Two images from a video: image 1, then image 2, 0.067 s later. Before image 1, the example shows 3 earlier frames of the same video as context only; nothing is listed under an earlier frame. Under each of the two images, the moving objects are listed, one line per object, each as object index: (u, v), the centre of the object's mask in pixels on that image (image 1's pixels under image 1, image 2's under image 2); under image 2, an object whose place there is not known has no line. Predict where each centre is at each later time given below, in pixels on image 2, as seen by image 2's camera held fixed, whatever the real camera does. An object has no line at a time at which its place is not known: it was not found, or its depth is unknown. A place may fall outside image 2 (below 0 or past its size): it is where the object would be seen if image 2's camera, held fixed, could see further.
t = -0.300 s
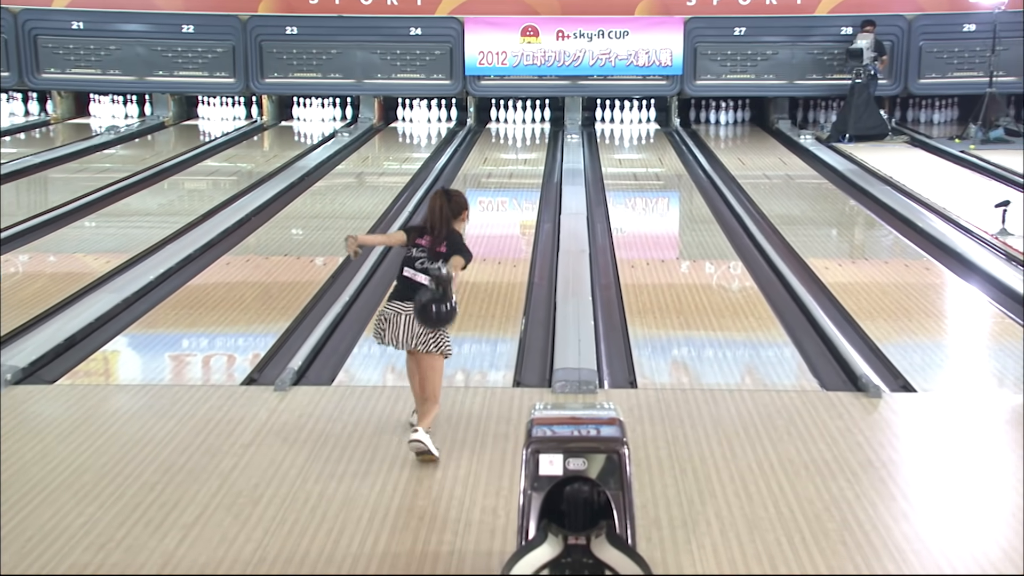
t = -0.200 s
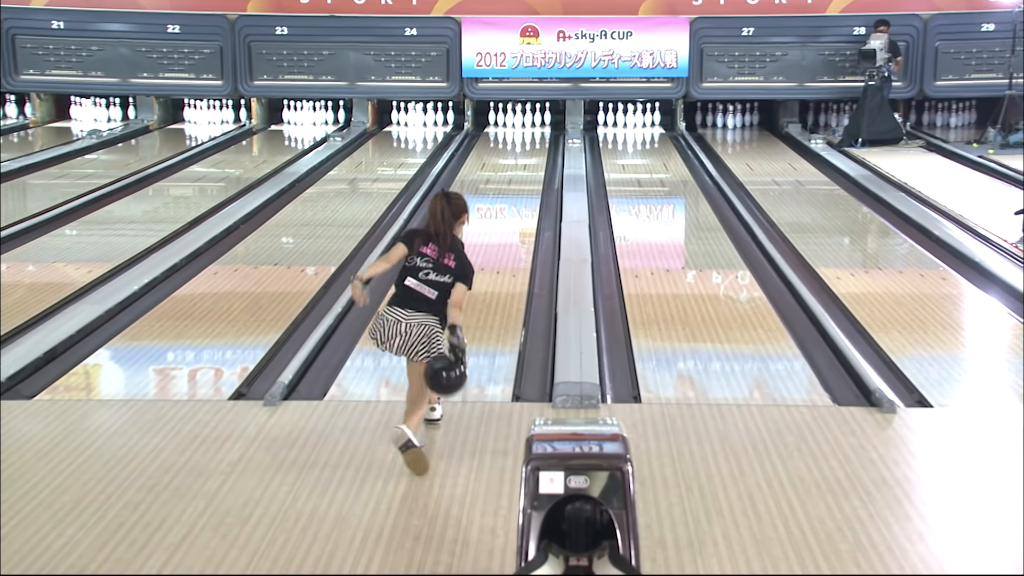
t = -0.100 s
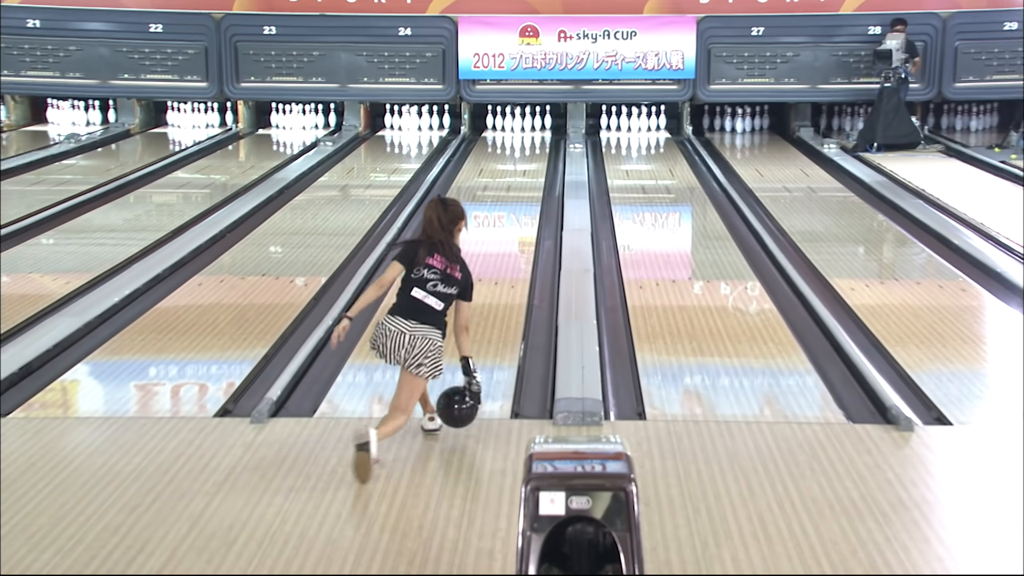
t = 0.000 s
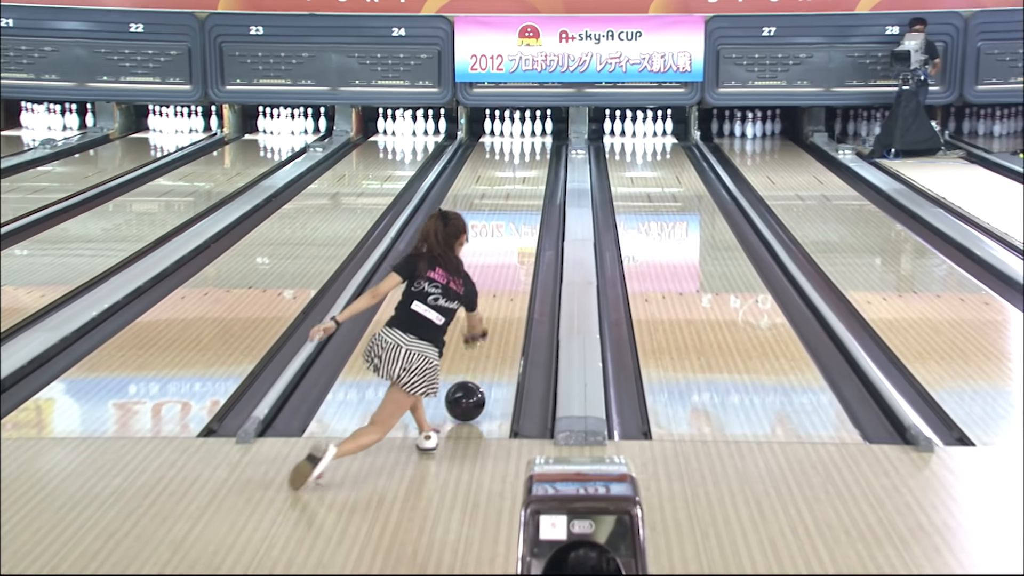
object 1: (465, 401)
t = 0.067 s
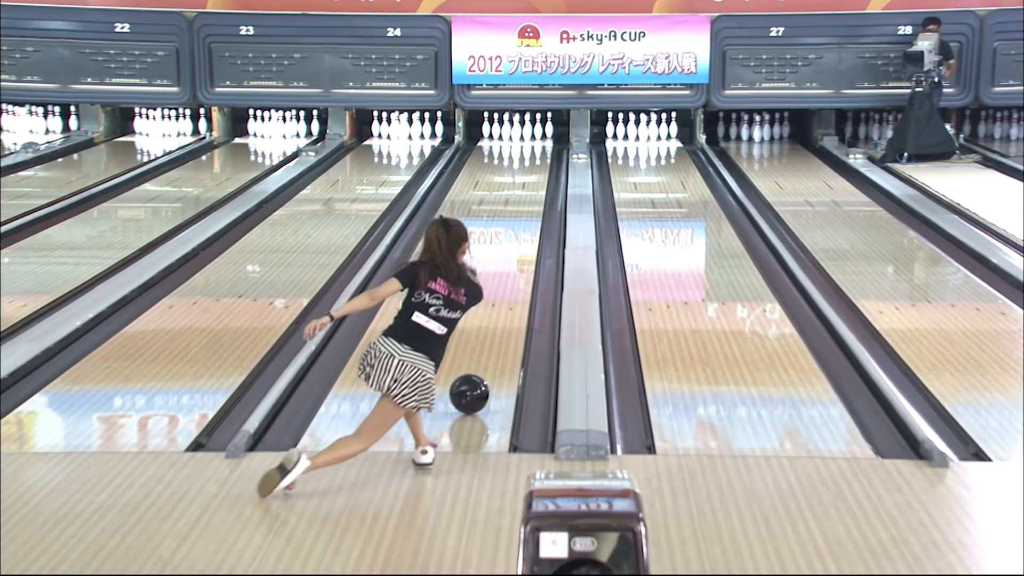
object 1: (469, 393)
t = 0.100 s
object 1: (472, 383)
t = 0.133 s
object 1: (475, 374)
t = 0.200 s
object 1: (481, 356)
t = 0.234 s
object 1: (484, 347)
